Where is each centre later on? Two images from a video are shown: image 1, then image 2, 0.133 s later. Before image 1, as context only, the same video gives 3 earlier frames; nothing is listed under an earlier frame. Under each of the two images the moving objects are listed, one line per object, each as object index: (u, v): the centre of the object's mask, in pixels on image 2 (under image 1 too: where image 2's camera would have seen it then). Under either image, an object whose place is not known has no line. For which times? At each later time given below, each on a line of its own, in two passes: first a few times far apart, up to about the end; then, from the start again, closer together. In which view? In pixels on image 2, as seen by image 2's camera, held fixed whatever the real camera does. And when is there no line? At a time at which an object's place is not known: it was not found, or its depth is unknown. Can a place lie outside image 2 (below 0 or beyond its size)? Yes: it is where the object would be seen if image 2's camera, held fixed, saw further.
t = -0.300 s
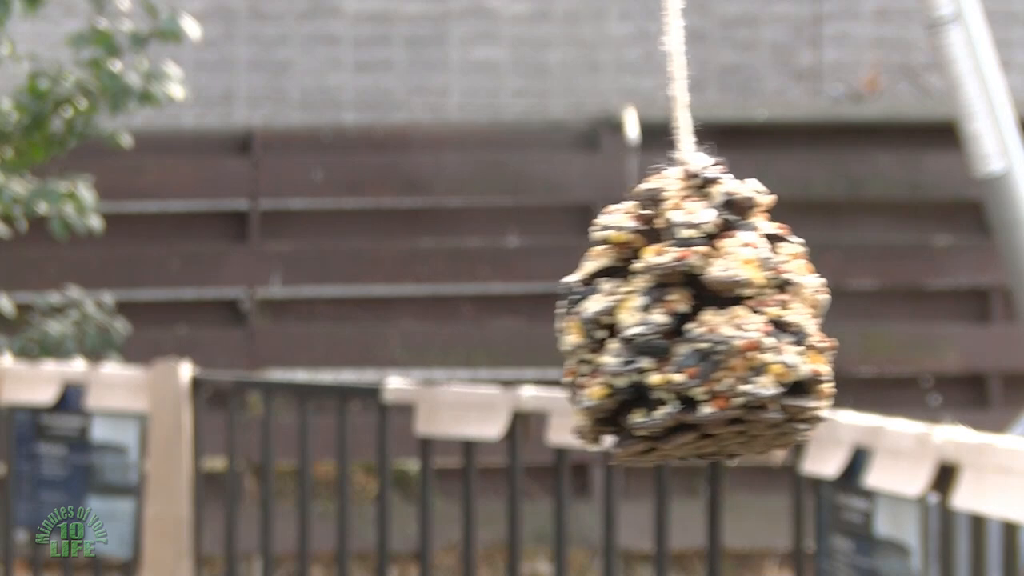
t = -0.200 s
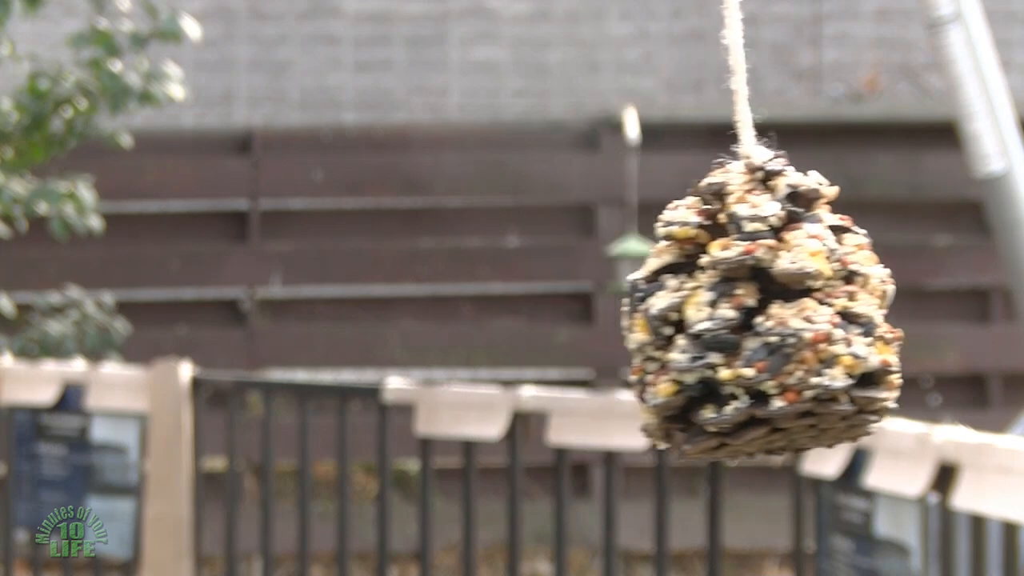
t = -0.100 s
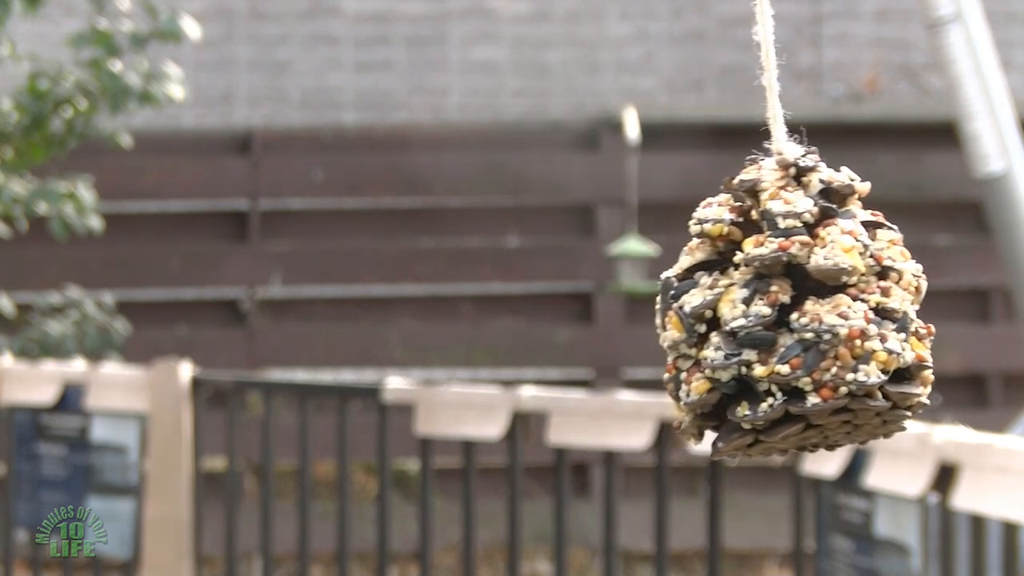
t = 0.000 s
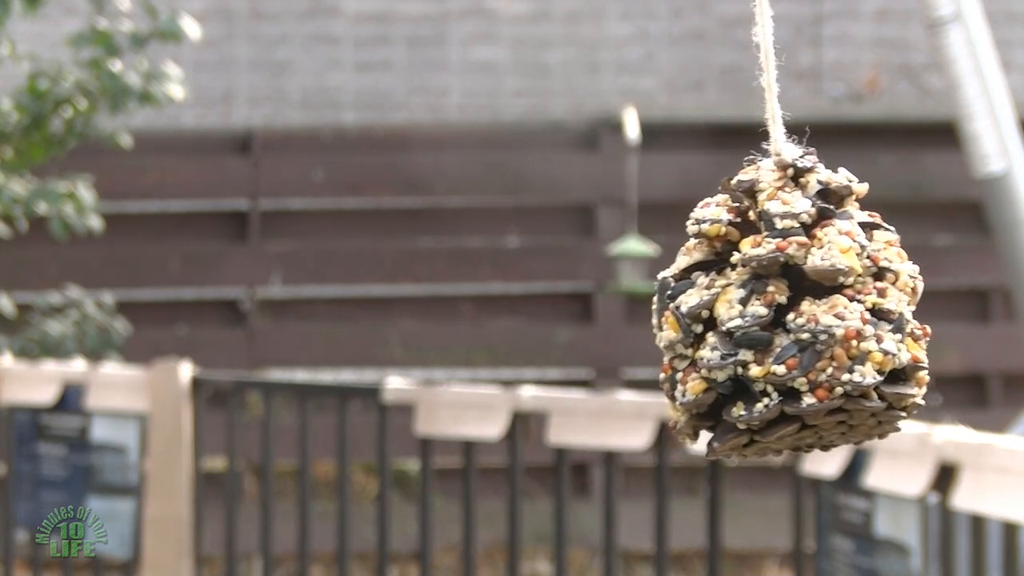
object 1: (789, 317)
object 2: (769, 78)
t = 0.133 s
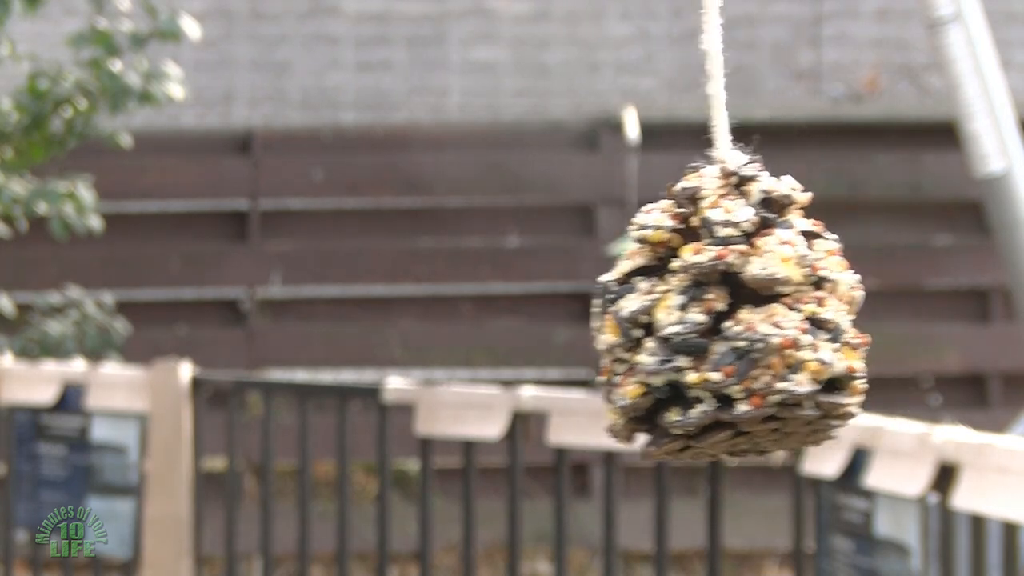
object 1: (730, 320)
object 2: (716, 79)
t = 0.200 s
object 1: (679, 324)
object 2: (671, 81)
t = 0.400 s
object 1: (487, 330)
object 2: (498, 86)
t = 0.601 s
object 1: (308, 321)
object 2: (333, 87)
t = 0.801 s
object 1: (216, 314)
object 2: (247, 80)
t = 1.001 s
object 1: (250, 319)
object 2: (275, 84)
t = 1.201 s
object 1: (397, 329)
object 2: (407, 87)
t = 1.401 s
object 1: (595, 330)
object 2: (586, 86)
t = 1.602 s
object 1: (751, 320)
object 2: (729, 79)
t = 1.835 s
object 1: (777, 318)
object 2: (757, 79)
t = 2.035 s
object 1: (656, 326)
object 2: (649, 82)
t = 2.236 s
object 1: (465, 329)
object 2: (475, 87)
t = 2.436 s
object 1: (295, 320)
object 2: (319, 84)
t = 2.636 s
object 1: (219, 314)
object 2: (247, 79)
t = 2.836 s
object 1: (266, 320)
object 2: (288, 83)
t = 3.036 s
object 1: (421, 330)
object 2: (428, 87)
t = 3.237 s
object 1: (615, 328)
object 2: (604, 83)
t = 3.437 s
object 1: (755, 320)
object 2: (735, 77)
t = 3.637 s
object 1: (773, 318)
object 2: (754, 78)
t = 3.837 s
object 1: (660, 326)
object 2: (654, 83)
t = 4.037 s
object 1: (476, 329)
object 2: (487, 87)
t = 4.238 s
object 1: (309, 321)
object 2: (334, 85)
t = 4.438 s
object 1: (229, 316)
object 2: (258, 82)
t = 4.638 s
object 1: (269, 320)
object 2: (292, 83)
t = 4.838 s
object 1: (414, 330)
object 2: (422, 88)
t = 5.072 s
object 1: (630, 329)
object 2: (620, 84)
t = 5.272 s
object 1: (755, 320)
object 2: (734, 79)
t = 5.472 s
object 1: (755, 320)
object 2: (737, 78)
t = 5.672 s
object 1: (634, 329)
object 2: (629, 85)
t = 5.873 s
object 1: (454, 329)
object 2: (464, 87)
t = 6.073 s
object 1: (298, 320)
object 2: (321, 85)
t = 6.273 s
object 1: (232, 316)
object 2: (260, 82)
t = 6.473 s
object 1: (285, 320)
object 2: (306, 83)
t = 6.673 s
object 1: (435, 330)
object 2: (441, 87)
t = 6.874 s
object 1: (619, 328)
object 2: (609, 82)
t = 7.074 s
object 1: (746, 320)
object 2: (726, 77)
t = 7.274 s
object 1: (753, 319)
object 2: (736, 77)
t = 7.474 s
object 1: (639, 327)
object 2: (633, 86)
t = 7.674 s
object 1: (463, 327)
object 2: (474, 86)
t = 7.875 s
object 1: (307, 320)
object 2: (331, 83)
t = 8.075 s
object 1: (238, 316)
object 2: (265, 81)
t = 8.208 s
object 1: (256, 317)
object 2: (279, 82)
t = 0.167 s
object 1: (706, 323)
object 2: (695, 82)
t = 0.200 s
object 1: (679, 324)
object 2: (671, 81)
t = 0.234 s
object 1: (650, 326)
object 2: (644, 81)
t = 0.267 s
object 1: (620, 327)
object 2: (616, 81)
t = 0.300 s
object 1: (588, 328)
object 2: (587, 86)
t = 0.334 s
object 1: (555, 329)
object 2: (558, 86)
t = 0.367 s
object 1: (520, 330)
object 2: (528, 87)
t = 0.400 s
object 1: (487, 330)
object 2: (498, 86)
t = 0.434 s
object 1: (454, 329)
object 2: (467, 86)
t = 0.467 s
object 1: (421, 328)
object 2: (436, 86)
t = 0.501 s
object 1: (390, 327)
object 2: (407, 85)
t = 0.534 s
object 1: (360, 325)
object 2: (380, 85)
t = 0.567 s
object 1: (332, 324)
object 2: (356, 84)
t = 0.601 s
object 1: (308, 321)
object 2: (333, 87)
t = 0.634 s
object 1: (284, 320)
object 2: (311, 84)
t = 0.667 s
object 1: (265, 319)
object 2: (291, 84)
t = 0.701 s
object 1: (247, 317)
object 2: (275, 83)
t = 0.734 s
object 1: (233, 316)
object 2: (261, 84)
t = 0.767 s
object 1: (223, 315)
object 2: (253, 82)
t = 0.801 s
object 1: (216, 314)
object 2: (247, 80)
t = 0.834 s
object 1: (213, 315)
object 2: (244, 81)
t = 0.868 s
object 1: (213, 315)
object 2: (243, 82)
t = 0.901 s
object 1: (218, 315)
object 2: (245, 81)
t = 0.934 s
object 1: (225, 316)
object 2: (251, 83)
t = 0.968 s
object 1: (236, 317)
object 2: (261, 82)
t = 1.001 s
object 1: (250, 319)
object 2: (275, 84)
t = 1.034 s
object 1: (268, 320)
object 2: (292, 85)
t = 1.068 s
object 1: (289, 322)
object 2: (310, 86)
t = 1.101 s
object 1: (313, 324)
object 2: (330, 86)
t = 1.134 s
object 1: (338, 326)
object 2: (353, 86)
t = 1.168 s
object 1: (367, 328)
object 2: (379, 88)
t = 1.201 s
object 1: (397, 329)
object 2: (407, 87)
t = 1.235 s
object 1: (429, 331)
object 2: (437, 87)
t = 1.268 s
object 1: (462, 331)
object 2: (466, 86)
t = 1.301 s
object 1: (495, 331)
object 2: (496, 86)
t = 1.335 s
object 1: (529, 331)
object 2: (526, 86)
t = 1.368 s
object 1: (563, 331)
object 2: (555, 86)
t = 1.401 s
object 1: (595, 330)
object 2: (586, 86)
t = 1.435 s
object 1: (628, 329)
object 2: (617, 82)
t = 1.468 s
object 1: (657, 327)
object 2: (644, 80)
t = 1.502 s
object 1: (684, 325)
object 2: (669, 82)
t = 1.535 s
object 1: (710, 323)
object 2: (691, 81)
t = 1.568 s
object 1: (732, 321)
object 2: (711, 80)
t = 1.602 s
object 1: (751, 320)
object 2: (729, 79)
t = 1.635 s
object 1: (767, 319)
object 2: (745, 78)
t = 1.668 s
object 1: (778, 318)
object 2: (757, 78)
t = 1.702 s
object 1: (786, 318)
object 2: (764, 78)
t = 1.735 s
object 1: (790, 317)
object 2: (768, 77)
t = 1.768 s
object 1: (790, 318)
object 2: (768, 78)
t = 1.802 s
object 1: (785, 318)
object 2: (763, 79)
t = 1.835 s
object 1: (777, 318)
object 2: (757, 79)
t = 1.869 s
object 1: (765, 320)
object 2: (748, 80)
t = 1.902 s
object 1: (750, 321)
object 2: (734, 79)
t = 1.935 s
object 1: (730, 322)
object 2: (716, 81)
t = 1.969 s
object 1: (709, 323)
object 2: (696, 82)
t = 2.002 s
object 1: (683, 325)
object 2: (672, 80)
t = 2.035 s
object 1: (656, 326)
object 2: (649, 82)
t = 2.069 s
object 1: (626, 328)
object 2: (623, 85)
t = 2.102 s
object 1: (595, 328)
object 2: (596, 86)
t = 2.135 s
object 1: (564, 330)
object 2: (566, 87)
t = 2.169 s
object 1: (530, 330)
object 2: (536, 86)
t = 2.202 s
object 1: (496, 330)
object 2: (505, 85)
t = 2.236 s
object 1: (465, 329)
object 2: (475, 87)
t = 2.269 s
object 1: (432, 329)
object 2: (447, 87)
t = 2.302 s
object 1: (401, 327)
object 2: (419, 87)
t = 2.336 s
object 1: (372, 325)
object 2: (393, 86)
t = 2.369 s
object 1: (343, 324)
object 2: (365, 86)
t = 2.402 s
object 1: (317, 322)
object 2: (340, 86)
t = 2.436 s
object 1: (295, 320)
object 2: (319, 84)
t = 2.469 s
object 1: (274, 319)
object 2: (300, 81)
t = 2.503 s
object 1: (257, 317)
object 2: (285, 84)
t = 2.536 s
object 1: (241, 316)
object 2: (271, 81)
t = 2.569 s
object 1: (231, 315)
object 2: (261, 82)
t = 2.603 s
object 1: (223, 314)
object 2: (252, 81)
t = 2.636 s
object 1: (219, 314)
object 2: (247, 79)
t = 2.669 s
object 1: (218, 315)
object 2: (246, 80)
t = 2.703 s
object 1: (220, 315)
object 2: (249, 79)
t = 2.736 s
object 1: (227, 315)
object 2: (255, 80)
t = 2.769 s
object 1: (237, 316)
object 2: (265, 80)
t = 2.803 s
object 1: (251, 318)
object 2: (275, 82)
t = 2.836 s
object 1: (266, 320)
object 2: (288, 83)
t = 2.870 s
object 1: (286, 321)
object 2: (305, 84)
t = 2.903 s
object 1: (309, 323)
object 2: (327, 85)
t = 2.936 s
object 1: (333, 325)
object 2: (350, 87)
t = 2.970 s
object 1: (361, 327)
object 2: (376, 86)
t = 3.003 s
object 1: (390, 329)
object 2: (401, 87)
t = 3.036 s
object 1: (421, 330)
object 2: (428, 87)
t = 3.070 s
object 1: (453, 331)
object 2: (457, 87)
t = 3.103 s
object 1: (486, 331)
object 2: (487, 88)
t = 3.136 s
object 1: (518, 332)
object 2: (517, 87)
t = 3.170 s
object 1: (551, 331)
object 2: (548, 87)
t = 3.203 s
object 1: (584, 330)
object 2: (577, 86)
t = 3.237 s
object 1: (615, 328)
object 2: (604, 83)
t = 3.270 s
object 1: (644, 328)
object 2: (631, 84)
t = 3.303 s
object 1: (671, 326)
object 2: (656, 81)
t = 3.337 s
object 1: (697, 324)
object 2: (680, 82)
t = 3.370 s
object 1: (720, 321)
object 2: (702, 81)
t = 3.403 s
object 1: (740, 321)
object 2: (721, 79)
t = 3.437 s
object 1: (755, 320)
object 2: (735, 77)
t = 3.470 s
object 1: (768, 319)
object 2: (746, 77)
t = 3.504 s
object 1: (776, 318)
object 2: (754, 77)
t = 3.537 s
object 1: (781, 318)
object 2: (759, 78)
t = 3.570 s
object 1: (782, 318)
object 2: (761, 78)
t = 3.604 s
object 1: (780, 317)
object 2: (760, 77)
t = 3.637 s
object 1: (773, 318)
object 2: (754, 78)
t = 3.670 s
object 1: (762, 319)
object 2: (744, 79)
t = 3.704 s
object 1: (748, 320)
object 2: (730, 79)
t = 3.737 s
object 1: (730, 321)
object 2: (715, 82)
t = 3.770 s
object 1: (710, 322)
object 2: (697, 81)
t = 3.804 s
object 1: (686, 323)
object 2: (677, 82)
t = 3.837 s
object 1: (660, 326)
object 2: (654, 83)
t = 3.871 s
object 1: (632, 329)
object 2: (628, 85)
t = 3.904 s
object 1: (602, 328)
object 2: (600, 85)
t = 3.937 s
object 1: (572, 329)
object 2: (572, 86)
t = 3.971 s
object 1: (540, 331)
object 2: (544, 88)
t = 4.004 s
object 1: (507, 330)
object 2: (515, 86)
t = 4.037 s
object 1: (476, 329)
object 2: (487, 87)
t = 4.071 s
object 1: (445, 328)
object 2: (458, 86)
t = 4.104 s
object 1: (415, 328)
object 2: (430, 87)
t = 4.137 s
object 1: (386, 326)
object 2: (403, 86)
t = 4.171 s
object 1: (358, 325)
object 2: (377, 87)
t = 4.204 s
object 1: (332, 323)
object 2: (355, 85)
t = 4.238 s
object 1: (309, 321)
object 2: (334, 85)
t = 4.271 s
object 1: (288, 320)
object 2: (314, 85)
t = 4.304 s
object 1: (270, 318)
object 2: (297, 85)
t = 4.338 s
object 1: (255, 318)
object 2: (282, 84)
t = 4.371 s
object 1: (243, 316)
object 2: (271, 82)
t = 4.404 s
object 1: (235, 315)
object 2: (263, 81)
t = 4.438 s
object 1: (229, 316)
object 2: (258, 82)
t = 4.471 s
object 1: (228, 315)
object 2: (257, 80)
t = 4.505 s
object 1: (229, 316)
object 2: (257, 81)
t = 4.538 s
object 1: (234, 317)
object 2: (261, 81)
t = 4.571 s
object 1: (242, 317)
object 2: (268, 80)
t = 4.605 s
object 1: (255, 318)
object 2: (278, 84)
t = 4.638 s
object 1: (269, 320)
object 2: (292, 83)
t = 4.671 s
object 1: (287, 321)
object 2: (308, 85)
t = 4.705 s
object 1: (308, 323)
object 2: (327, 85)
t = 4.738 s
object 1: (330, 325)
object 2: (347, 86)
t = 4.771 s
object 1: (357, 326)
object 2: (370, 86)
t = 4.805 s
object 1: (384, 329)
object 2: (395, 88)
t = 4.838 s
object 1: (414, 330)
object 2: (422, 88)
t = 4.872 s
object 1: (444, 331)
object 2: (450, 87)
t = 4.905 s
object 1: (475, 331)
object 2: (479, 88)
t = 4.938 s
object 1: (507, 332)
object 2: (507, 87)
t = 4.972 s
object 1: (539, 332)
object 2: (535, 87)
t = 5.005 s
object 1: (570, 330)
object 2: (564, 85)
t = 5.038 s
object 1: (601, 328)
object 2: (592, 84)
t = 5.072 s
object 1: (630, 329)
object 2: (620, 84)
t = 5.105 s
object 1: (657, 327)
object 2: (645, 82)
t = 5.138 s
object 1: (683, 325)
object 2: (668, 82)
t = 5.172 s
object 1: (705, 323)
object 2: (688, 80)
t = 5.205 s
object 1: (725, 322)
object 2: (706, 82)
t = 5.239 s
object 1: (742, 320)
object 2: (721, 79)
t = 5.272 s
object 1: (755, 320)
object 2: (734, 79)
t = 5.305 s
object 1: (764, 319)
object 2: (744, 78)
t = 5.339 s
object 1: (770, 319)
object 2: (751, 78)
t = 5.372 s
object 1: (771, 318)
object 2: (752, 77)
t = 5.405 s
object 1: (770, 319)
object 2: (750, 78)
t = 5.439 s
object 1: (764, 318)
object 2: (745, 77)
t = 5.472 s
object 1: (755, 320)
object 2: (737, 78)
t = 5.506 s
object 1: (742, 321)
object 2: (727, 79)
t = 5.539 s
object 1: (726, 322)
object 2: (713, 82)
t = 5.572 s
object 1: (707, 323)
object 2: (696, 82)
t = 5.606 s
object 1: (686, 324)
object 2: (676, 82)
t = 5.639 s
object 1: (661, 326)
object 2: (653, 82)
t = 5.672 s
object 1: (634, 329)
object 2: (629, 85)
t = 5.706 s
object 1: (605, 328)
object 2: (604, 86)
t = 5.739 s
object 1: (576, 328)
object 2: (578, 87)
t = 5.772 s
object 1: (546, 329)
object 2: (550, 86)
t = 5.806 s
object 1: (514, 330)
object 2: (522, 87)
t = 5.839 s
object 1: (484, 330)
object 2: (493, 87)
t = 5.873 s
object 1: (454, 329)
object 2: (464, 87)
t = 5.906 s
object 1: (424, 328)
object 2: (438, 86)
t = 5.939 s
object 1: (395, 327)
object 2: (412, 87)
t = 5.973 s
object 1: (367, 325)
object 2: (387, 86)
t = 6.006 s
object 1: (342, 324)
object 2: (364, 87)
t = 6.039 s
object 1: (319, 322)
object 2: (341, 86)
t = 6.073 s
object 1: (298, 320)
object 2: (321, 85)
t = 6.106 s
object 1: (280, 319)
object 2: (304, 84)
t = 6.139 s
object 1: (264, 317)
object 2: (290, 84)
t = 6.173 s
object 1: (251, 317)
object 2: (278, 84)
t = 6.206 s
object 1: (241, 316)
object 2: (270, 83)
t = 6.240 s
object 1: (235, 316)
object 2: (263, 82)
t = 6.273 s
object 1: (232, 316)
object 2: (260, 82)
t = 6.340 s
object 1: (236, 316)
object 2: (263, 81)
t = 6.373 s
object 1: (244, 317)
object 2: (269, 82)
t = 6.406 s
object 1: (254, 318)
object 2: (279, 82)
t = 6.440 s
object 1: (268, 319)
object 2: (291, 84)
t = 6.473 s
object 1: (285, 320)
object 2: (306, 83)
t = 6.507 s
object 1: (304, 322)
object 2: (323, 84)
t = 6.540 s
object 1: (326, 324)
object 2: (342, 86)
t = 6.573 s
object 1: (350, 326)
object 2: (365, 85)
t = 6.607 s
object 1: (377, 327)
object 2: (390, 85)
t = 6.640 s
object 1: (406, 329)
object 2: (416, 85)
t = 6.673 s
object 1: (435, 330)
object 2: (441, 87)
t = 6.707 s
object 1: (466, 331)
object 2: (468, 85)
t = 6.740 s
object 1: (497, 330)
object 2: (497, 85)
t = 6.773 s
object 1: (528, 331)
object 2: (526, 85)
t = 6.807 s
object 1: (560, 330)
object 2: (555, 85)
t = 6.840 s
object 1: (590, 328)
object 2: (583, 84)
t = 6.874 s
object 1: (619, 328)
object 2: (609, 82)
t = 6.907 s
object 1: (646, 328)
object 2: (632, 83)
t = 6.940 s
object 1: (670, 325)
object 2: (656, 81)
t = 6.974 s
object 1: (694, 324)
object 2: (677, 80)
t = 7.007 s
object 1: (714, 322)
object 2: (696, 79)
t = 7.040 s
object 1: (732, 321)
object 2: (714, 78)
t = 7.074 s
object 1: (746, 320)
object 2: (726, 77)
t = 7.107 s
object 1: (756, 320)
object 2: (735, 78)
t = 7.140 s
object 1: (762, 319)
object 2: (741, 77)
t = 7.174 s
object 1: (765, 320)
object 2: (745, 77)
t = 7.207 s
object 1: (765, 319)
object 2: (745, 76)
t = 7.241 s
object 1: (761, 319)
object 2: (743, 78)
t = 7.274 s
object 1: (753, 319)
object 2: (736, 77)
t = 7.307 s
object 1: (741, 321)
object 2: (725, 79)
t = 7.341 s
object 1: (726, 322)
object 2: (711, 79)
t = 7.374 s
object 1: (708, 323)
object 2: (695, 82)
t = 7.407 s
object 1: (688, 323)
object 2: (677, 82)
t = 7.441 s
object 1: (664, 325)
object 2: (657, 83)
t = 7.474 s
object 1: (639, 327)
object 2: (633, 86)
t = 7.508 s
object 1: (611, 326)
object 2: (609, 84)
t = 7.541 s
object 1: (584, 327)
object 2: (583, 85)
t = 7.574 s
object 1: (554, 327)
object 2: (556, 86)
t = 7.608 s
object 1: (523, 328)
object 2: (529, 86)
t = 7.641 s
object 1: (492, 328)
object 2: (501, 86)
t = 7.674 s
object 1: (463, 327)
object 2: (474, 86)
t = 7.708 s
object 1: (434, 327)
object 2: (447, 85)
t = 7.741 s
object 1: (405, 325)
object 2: (421, 84)
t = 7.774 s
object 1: (377, 324)
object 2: (395, 84)
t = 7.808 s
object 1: (352, 323)
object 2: (371, 84)
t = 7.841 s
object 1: (329, 321)
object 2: (350, 84)
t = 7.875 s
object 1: (307, 320)
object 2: (331, 83)
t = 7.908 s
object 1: (289, 319)
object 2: (313, 82)
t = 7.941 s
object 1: (273, 318)
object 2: (298, 83)
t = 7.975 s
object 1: (260, 317)
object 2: (285, 82)
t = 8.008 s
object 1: (249, 316)
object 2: (275, 82)
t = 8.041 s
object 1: (241, 315)
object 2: (268, 81)
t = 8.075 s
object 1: (238, 316)
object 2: (265, 81)
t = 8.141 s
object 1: (241, 316)
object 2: (267, 81)
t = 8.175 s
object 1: (246, 317)
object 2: (271, 82)
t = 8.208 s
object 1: (256, 317)
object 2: (279, 82)
